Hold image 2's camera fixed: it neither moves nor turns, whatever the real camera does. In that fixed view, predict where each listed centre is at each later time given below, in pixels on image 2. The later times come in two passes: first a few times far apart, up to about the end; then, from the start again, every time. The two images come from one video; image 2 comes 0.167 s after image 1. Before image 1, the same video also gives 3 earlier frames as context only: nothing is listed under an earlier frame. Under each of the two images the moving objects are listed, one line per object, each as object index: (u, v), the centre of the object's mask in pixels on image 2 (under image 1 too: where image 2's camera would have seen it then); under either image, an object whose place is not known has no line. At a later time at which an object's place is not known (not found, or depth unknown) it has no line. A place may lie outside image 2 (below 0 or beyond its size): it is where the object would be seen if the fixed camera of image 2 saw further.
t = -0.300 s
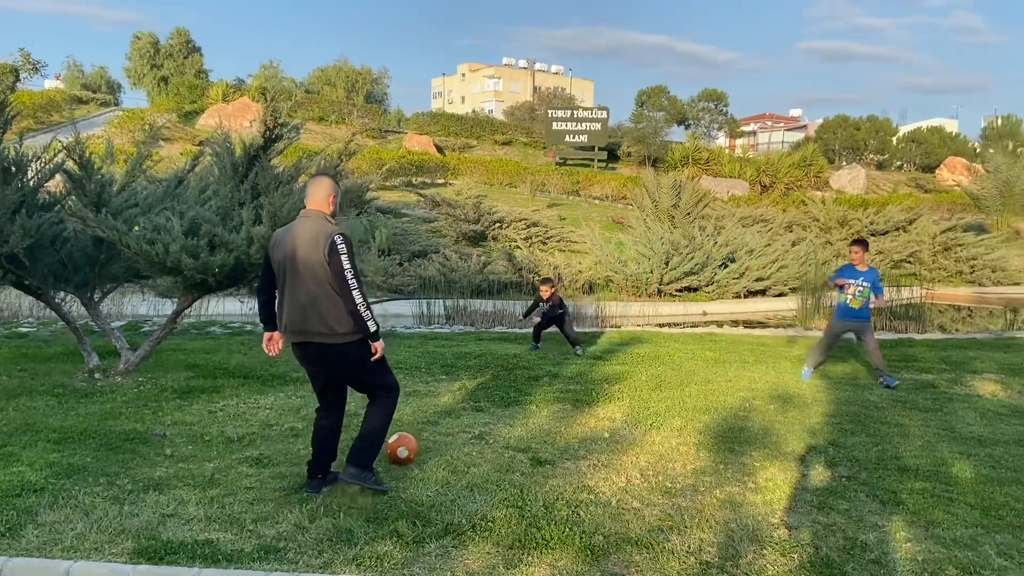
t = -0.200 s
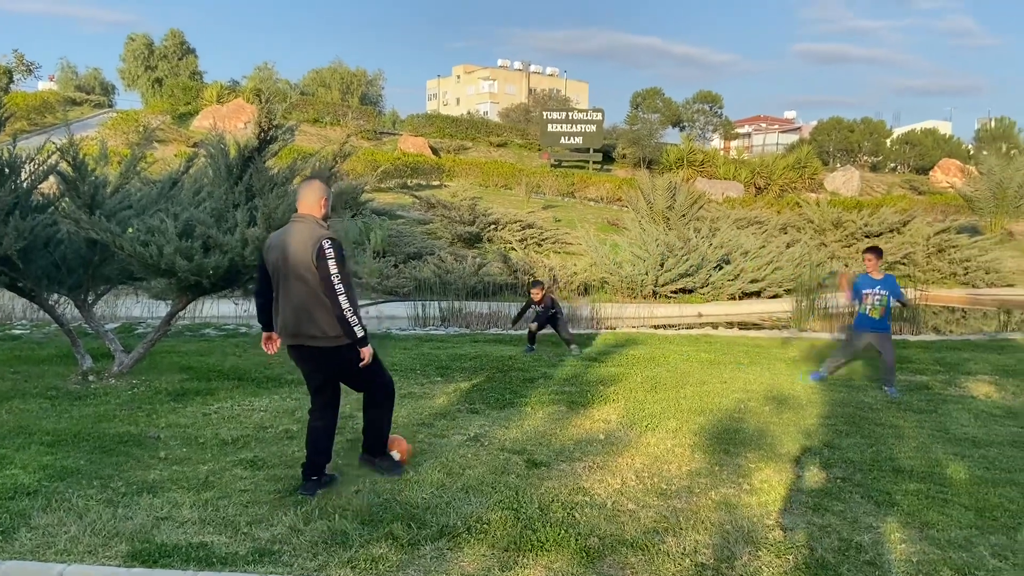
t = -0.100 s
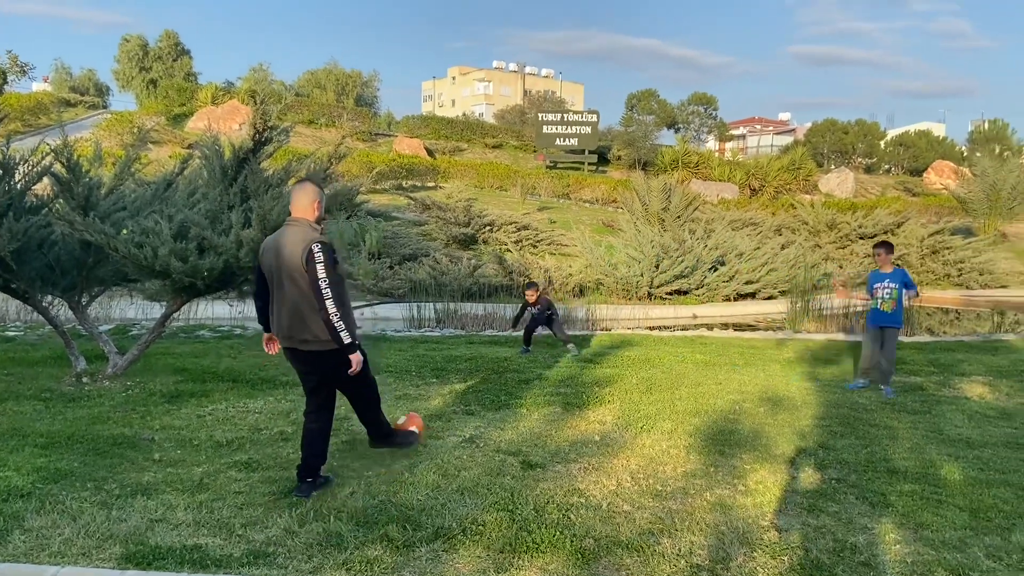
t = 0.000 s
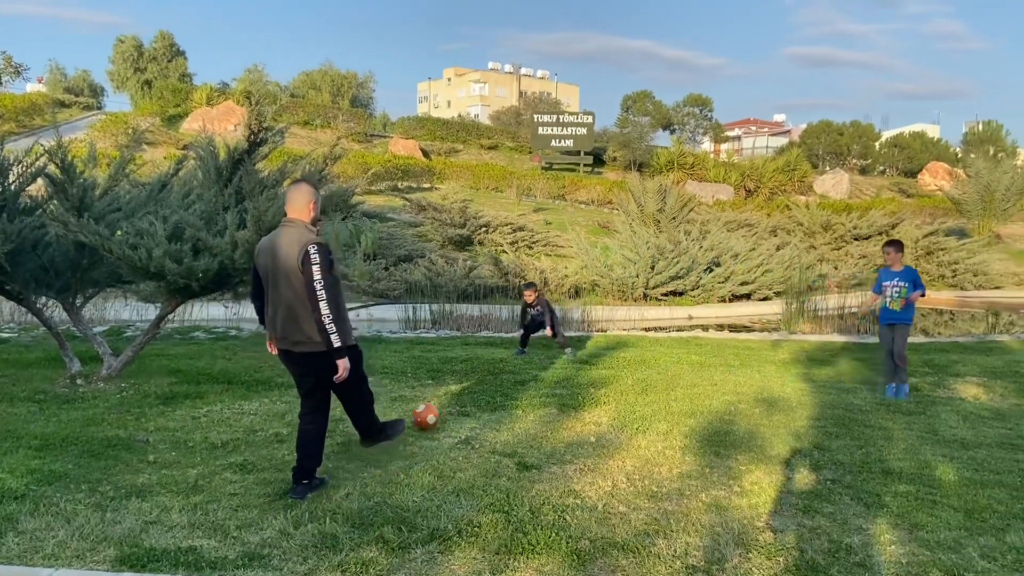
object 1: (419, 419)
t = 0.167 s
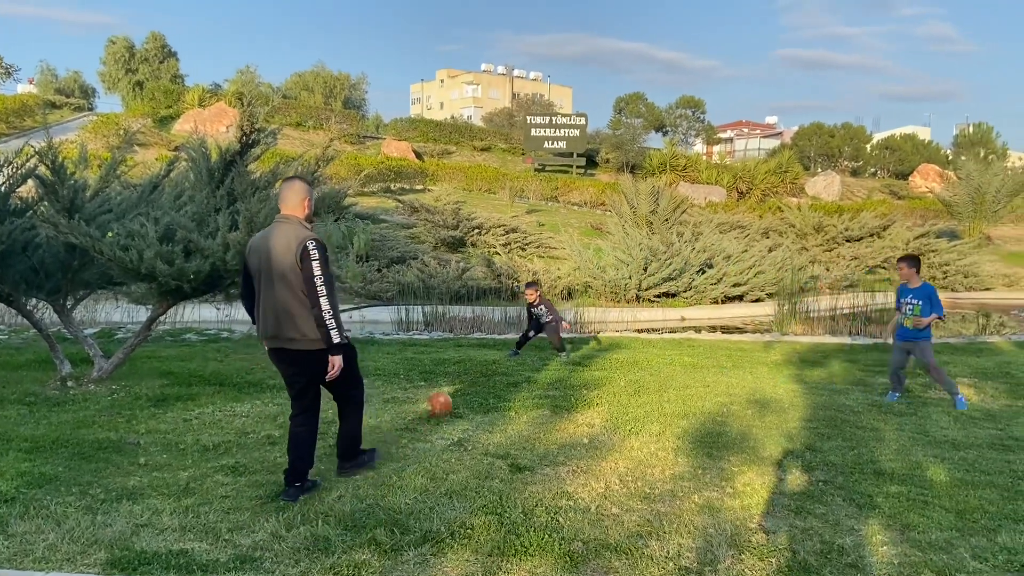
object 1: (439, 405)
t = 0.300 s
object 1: (449, 398)
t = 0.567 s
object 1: (467, 384)
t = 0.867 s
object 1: (480, 373)
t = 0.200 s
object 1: (442, 404)
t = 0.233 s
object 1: (445, 403)
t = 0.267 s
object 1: (447, 403)
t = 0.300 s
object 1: (449, 398)
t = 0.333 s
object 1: (451, 396)
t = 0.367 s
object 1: (455, 394)
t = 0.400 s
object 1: (456, 393)
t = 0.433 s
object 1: (459, 392)
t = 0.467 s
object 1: (462, 390)
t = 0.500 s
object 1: (463, 388)
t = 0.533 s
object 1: (465, 385)
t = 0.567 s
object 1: (467, 384)
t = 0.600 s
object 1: (468, 384)
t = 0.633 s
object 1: (469, 382)
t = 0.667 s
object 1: (471, 380)
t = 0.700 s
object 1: (473, 378)
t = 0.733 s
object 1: (474, 378)
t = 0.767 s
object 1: (475, 378)
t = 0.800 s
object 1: (476, 377)
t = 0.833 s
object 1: (478, 375)
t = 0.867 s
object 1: (480, 373)
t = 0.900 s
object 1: (481, 373)
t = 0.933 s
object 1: (482, 373)
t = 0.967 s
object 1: (482, 373)
